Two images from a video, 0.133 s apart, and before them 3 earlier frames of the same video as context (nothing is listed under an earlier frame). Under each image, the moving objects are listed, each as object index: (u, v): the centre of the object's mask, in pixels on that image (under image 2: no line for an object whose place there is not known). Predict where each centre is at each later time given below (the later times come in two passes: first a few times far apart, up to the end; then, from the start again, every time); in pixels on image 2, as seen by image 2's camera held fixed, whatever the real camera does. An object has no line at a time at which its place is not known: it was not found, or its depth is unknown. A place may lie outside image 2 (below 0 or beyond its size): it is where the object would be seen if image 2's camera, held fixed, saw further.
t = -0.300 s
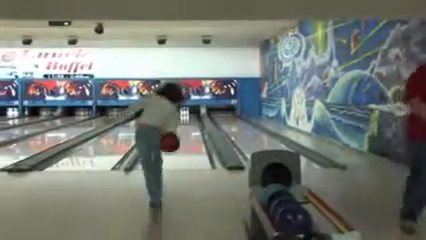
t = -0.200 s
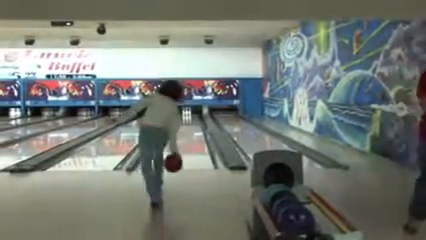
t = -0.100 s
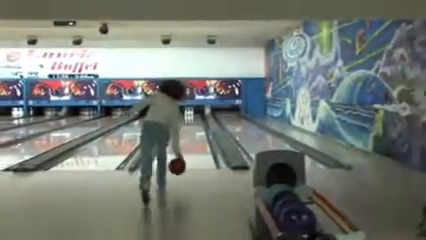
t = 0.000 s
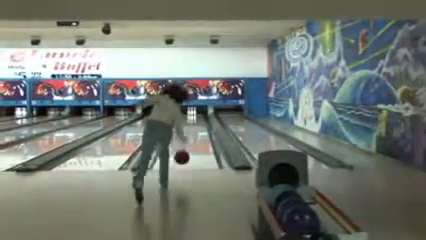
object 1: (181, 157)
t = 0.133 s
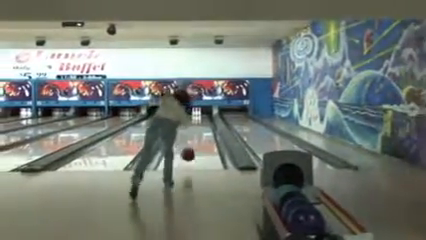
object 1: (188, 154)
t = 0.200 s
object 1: (188, 156)
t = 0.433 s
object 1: (191, 146)
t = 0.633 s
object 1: (192, 139)
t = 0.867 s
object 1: (193, 133)
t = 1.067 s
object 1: (194, 129)
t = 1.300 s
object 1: (194, 129)
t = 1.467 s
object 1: (195, 129)
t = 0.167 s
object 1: (188, 155)
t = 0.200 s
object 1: (188, 156)
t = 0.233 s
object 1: (189, 155)
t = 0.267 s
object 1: (190, 153)
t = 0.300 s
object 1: (190, 151)
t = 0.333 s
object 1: (190, 150)
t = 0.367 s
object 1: (191, 148)
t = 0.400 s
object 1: (191, 147)
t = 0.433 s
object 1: (191, 146)
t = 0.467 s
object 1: (191, 145)
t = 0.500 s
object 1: (192, 143)
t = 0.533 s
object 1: (192, 142)
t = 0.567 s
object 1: (192, 141)
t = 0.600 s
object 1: (192, 139)
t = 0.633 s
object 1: (192, 139)
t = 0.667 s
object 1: (192, 139)
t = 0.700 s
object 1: (193, 137)
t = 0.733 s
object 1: (193, 137)
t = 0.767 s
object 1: (193, 135)
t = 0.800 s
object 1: (193, 135)
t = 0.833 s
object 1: (193, 134)
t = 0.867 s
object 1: (193, 133)
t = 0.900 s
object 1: (193, 133)
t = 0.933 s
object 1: (194, 131)
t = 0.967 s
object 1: (194, 130)
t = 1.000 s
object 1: (194, 130)
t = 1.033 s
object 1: (194, 130)
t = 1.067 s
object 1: (194, 129)
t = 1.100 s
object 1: (194, 129)
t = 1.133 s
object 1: (194, 129)
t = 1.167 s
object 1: (194, 129)
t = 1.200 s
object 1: (194, 129)
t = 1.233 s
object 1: (194, 129)
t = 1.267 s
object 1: (194, 129)
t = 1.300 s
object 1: (194, 129)
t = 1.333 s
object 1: (195, 129)
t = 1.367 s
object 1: (195, 129)
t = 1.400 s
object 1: (195, 129)
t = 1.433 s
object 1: (194, 129)
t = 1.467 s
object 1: (195, 129)
